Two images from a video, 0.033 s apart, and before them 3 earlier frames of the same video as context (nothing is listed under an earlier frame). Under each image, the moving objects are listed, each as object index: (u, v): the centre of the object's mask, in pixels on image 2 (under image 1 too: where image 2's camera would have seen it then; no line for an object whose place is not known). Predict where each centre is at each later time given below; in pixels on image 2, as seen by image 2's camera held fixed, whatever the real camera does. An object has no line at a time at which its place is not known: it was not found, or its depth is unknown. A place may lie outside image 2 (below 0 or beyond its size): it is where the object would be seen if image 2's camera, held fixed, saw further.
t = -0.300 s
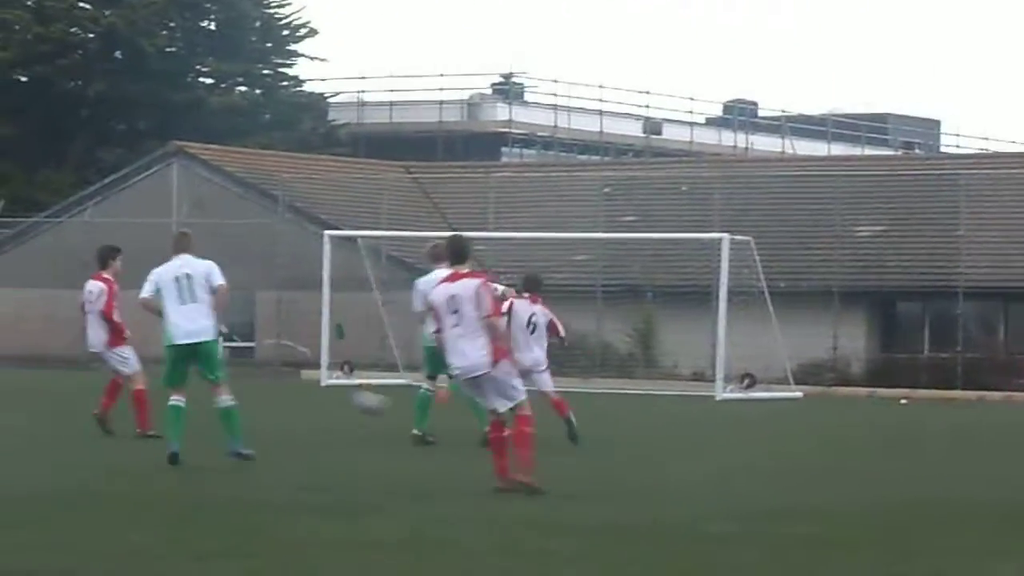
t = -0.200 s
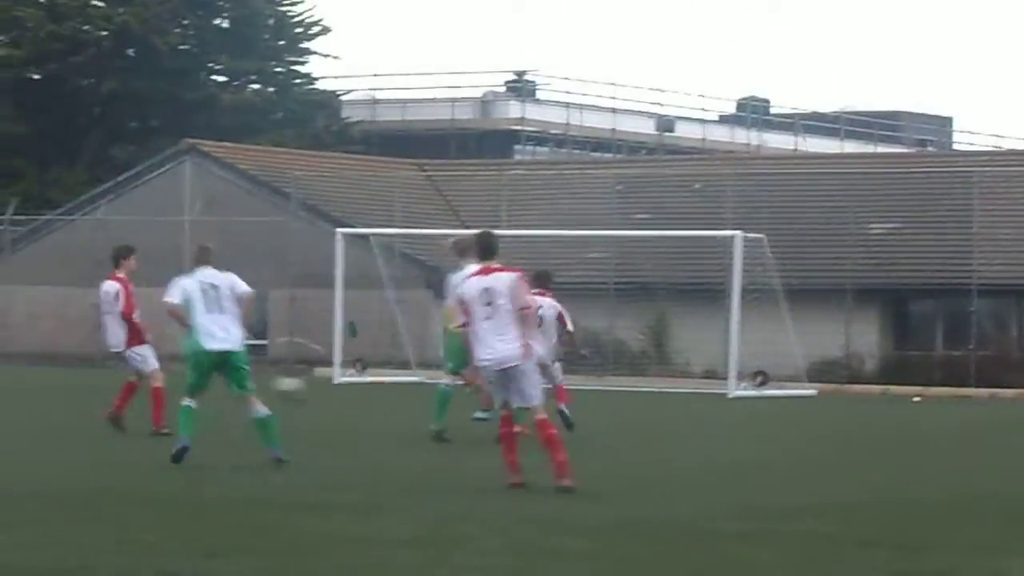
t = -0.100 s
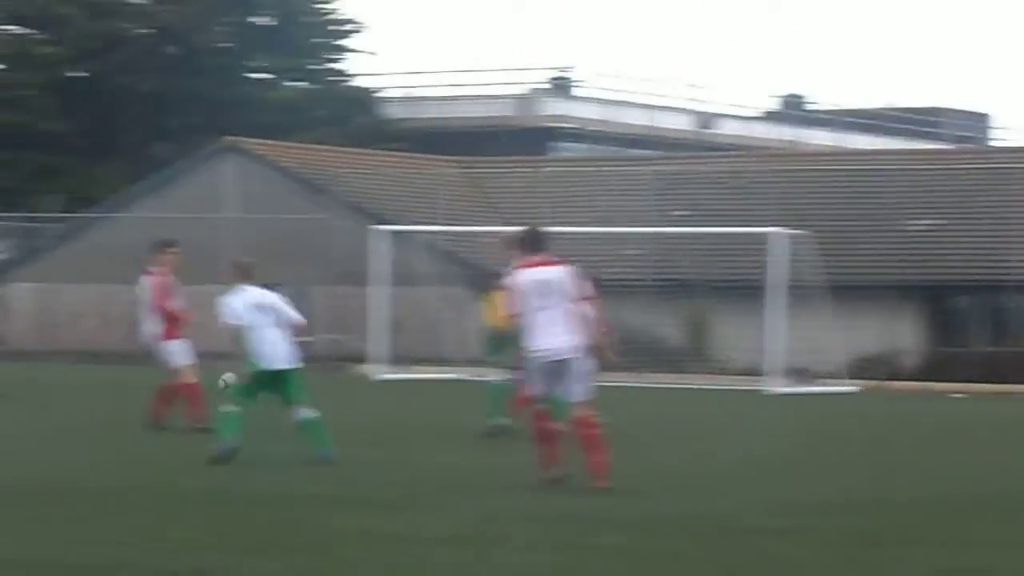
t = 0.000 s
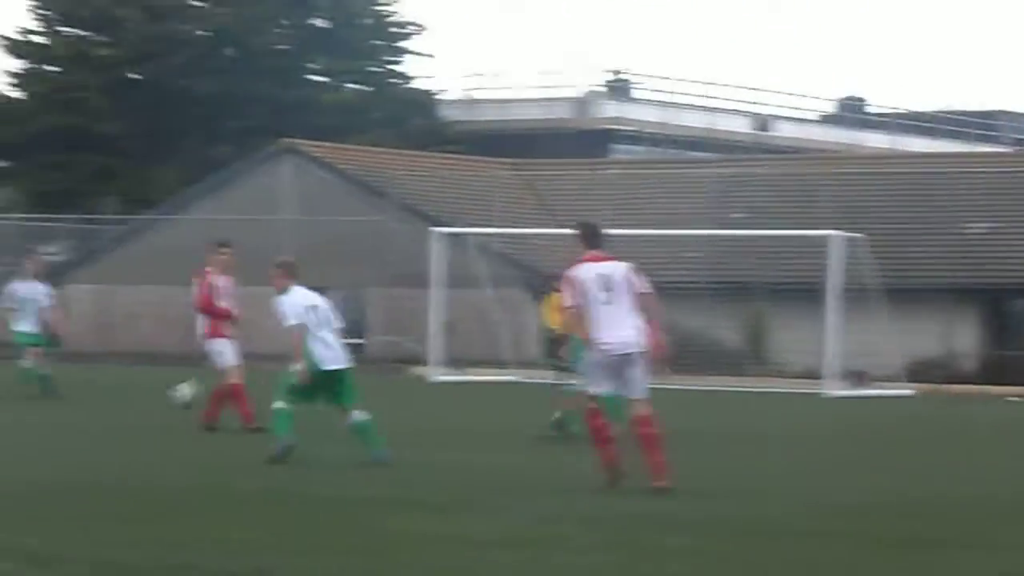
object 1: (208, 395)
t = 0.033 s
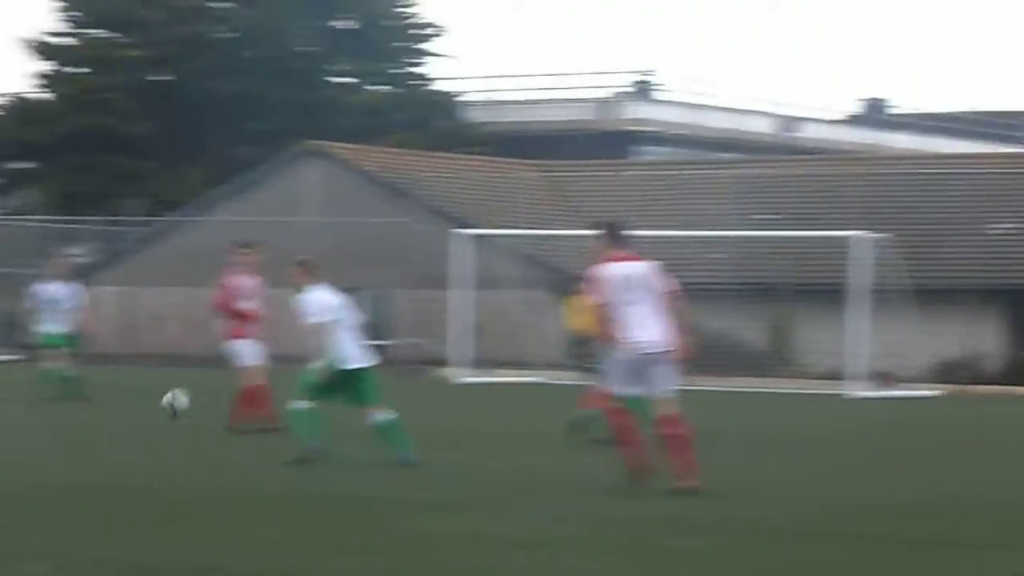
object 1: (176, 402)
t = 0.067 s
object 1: (140, 412)
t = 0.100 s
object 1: (104, 421)
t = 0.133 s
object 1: (66, 436)
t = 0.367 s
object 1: (-163, 423)
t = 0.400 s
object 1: (-193, 428)
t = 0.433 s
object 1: (-224, 435)
